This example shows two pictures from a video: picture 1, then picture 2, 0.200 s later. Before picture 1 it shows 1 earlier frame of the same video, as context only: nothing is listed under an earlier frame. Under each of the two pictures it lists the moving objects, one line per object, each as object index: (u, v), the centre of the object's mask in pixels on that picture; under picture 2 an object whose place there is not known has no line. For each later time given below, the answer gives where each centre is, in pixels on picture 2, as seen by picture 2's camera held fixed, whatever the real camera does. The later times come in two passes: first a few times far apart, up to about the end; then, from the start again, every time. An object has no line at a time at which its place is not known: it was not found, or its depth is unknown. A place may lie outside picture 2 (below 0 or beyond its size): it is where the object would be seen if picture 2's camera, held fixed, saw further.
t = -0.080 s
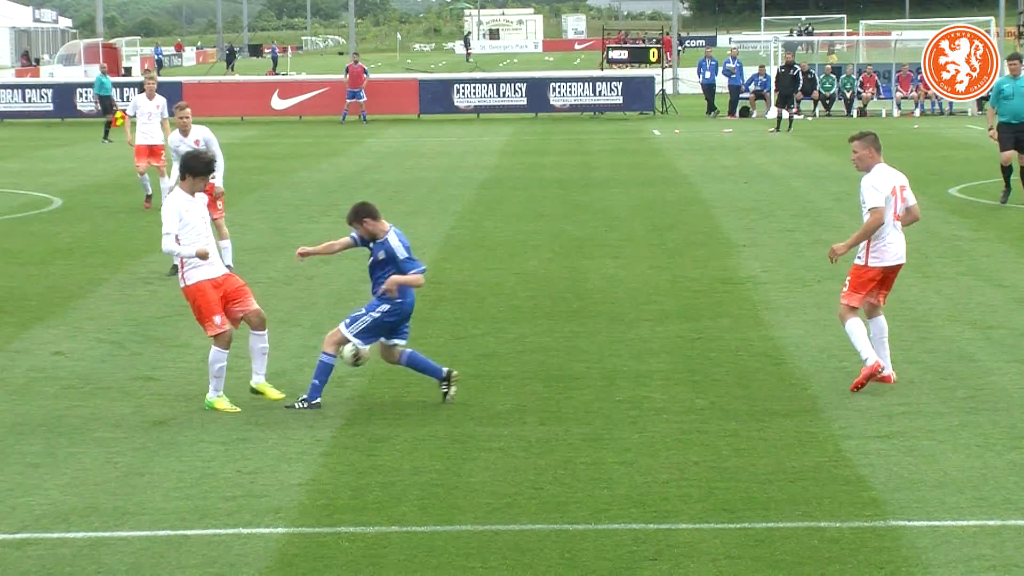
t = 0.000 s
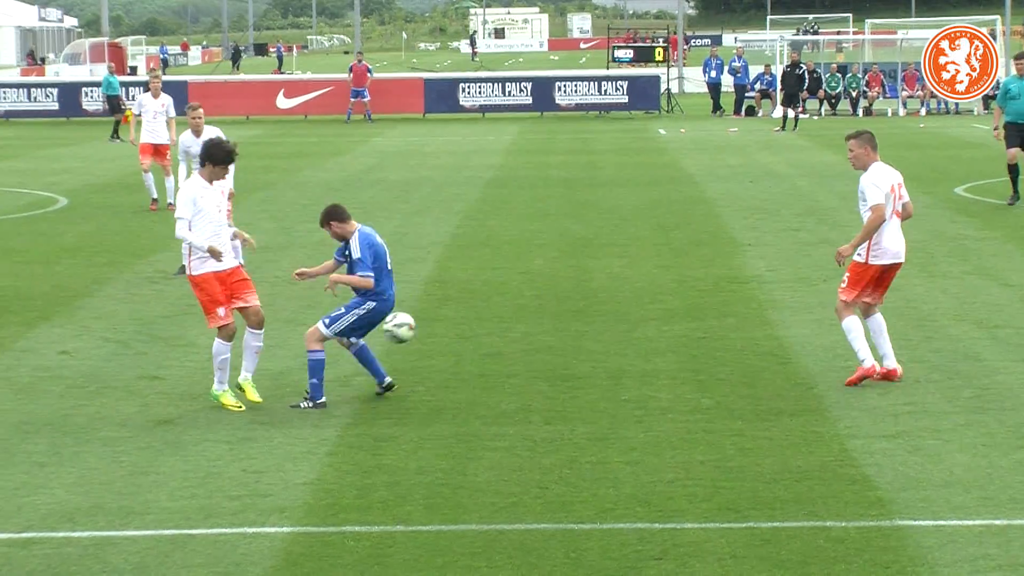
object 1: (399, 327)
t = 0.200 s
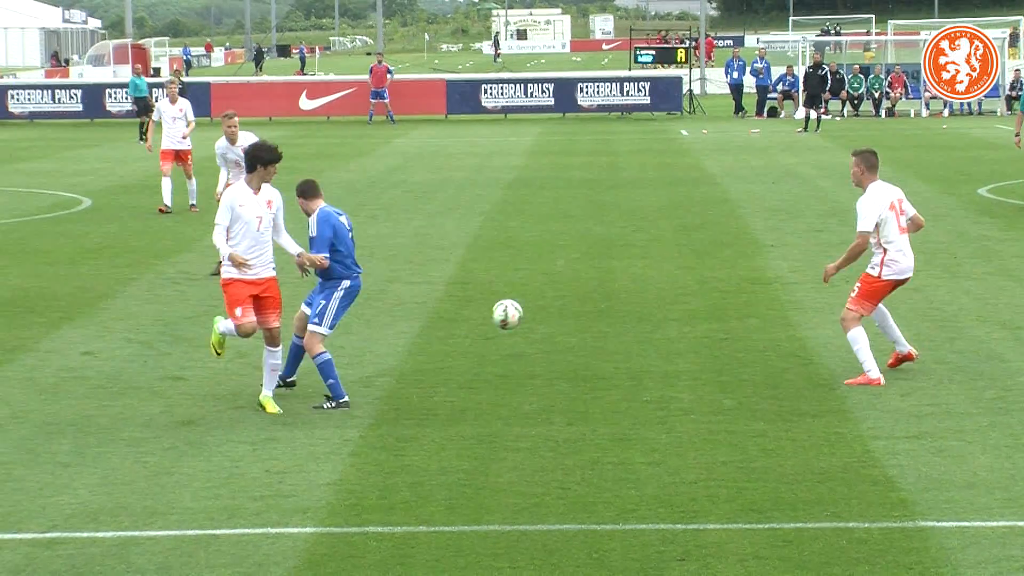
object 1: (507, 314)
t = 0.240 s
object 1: (524, 318)
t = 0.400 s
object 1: (583, 350)
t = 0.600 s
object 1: (614, 323)
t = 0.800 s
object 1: (636, 332)
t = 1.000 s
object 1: (638, 325)
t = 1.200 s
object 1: (636, 319)
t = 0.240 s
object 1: (524, 318)
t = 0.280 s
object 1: (539, 322)
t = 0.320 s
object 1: (553, 330)
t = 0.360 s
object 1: (568, 339)
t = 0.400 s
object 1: (583, 350)
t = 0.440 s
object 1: (591, 346)
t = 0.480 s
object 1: (597, 338)
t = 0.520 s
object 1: (602, 331)
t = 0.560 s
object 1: (609, 326)
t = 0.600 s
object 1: (614, 323)
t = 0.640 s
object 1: (618, 323)
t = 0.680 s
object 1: (624, 324)
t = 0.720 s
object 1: (630, 327)
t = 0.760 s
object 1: (634, 333)
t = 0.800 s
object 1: (636, 332)
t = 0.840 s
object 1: (637, 326)
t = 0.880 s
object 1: (638, 322)
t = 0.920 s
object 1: (638, 322)
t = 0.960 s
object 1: (638, 322)
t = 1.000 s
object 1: (638, 325)
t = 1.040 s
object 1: (639, 324)
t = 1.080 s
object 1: (639, 322)
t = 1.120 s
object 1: (638, 321)
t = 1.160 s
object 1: (637, 321)
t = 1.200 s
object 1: (636, 319)
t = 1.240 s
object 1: (636, 318)
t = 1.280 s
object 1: (635, 317)
